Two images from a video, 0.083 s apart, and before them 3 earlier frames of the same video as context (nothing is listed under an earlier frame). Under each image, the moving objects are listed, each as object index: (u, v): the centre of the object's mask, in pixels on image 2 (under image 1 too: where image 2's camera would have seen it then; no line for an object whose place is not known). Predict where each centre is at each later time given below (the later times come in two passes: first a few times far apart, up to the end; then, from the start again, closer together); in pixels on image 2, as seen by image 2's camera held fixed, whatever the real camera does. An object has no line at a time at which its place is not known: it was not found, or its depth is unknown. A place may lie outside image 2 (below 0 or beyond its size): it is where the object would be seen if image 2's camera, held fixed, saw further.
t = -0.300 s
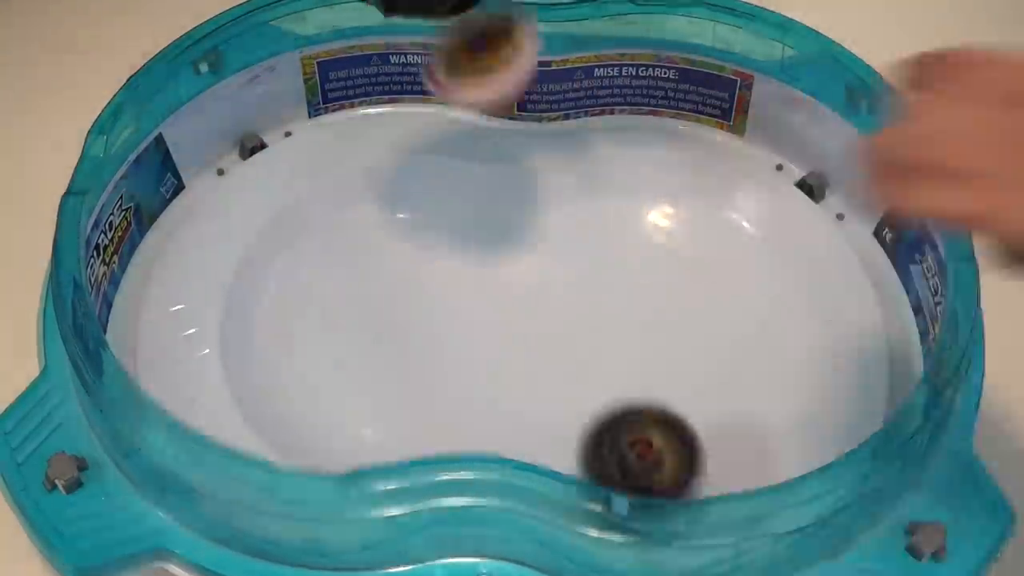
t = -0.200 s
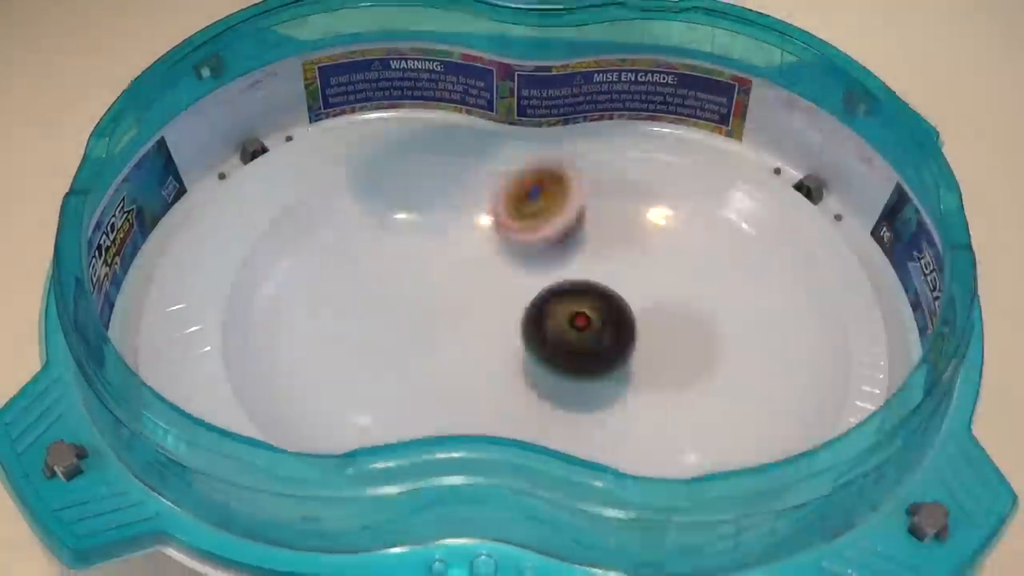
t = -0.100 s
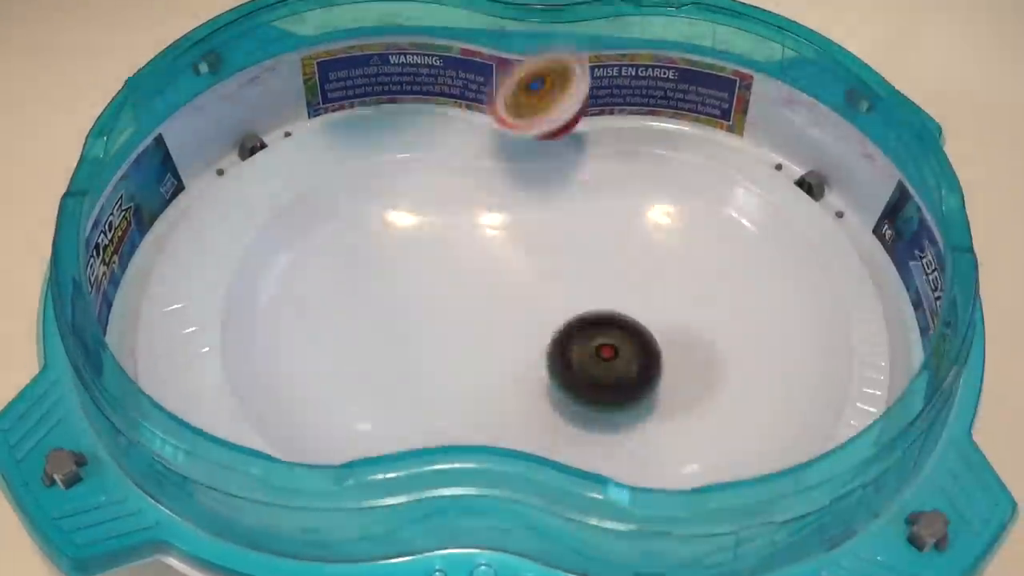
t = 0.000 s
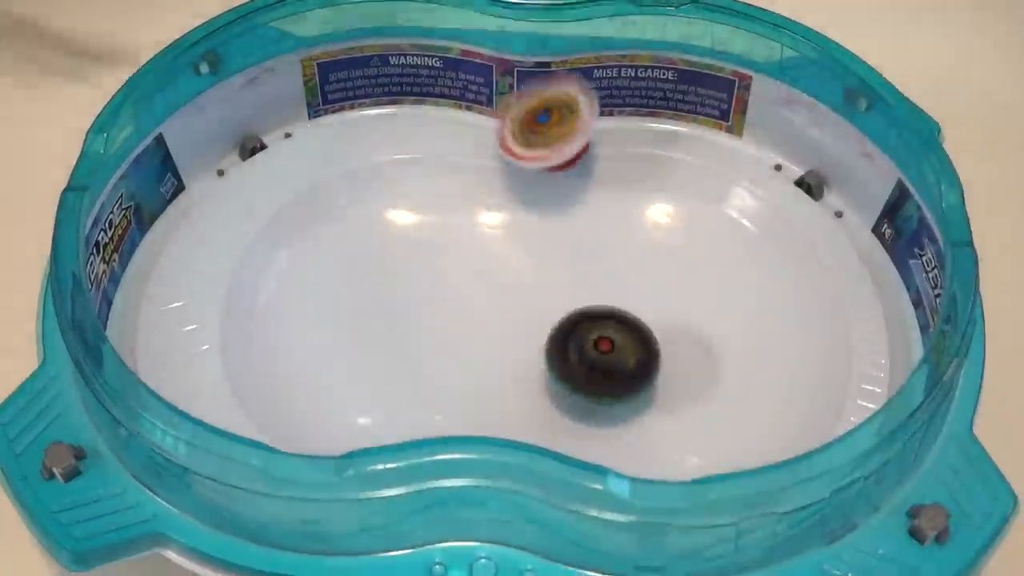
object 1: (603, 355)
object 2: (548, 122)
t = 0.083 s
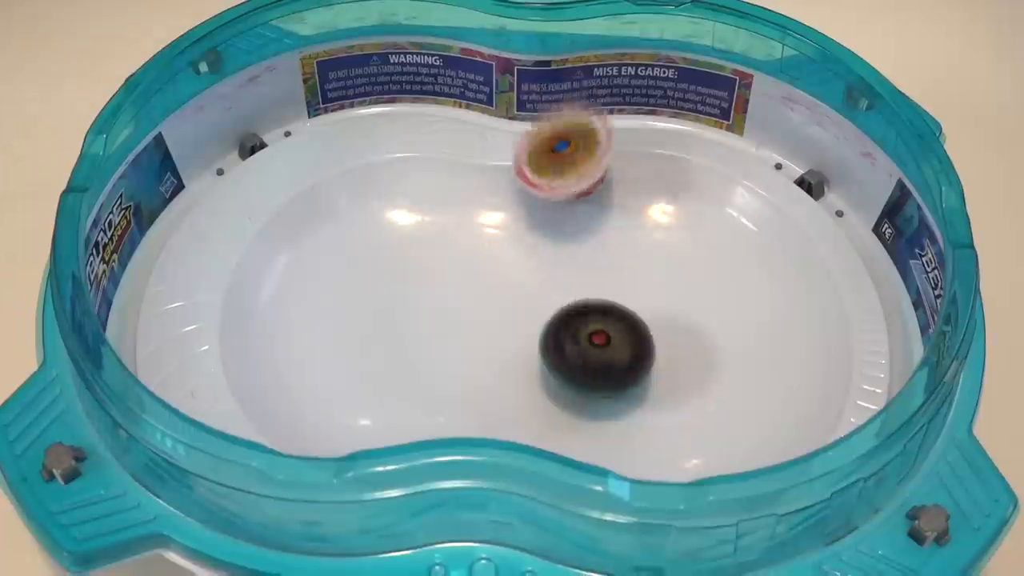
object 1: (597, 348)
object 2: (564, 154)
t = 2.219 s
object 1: (394, 332)
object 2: (751, 404)
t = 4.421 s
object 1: (511, 208)
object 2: (622, 416)
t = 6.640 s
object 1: (728, 290)
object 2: (576, 367)
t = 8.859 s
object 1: (698, 257)
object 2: (600, 438)
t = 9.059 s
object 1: (681, 352)
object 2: (558, 334)
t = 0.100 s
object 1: (596, 346)
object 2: (570, 167)
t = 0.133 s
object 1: (598, 344)
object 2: (583, 201)
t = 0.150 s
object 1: (599, 344)
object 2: (592, 218)
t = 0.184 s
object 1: (605, 348)
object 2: (611, 248)
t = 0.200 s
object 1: (613, 365)
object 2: (618, 241)
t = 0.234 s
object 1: (630, 394)
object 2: (630, 229)
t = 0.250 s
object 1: (636, 407)
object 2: (635, 225)
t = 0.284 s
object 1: (646, 429)
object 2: (649, 214)
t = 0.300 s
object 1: (649, 434)
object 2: (654, 210)
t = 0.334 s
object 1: (650, 441)
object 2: (667, 204)
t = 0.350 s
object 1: (649, 443)
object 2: (671, 202)
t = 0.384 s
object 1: (643, 445)
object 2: (681, 202)
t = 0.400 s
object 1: (638, 445)
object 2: (686, 203)
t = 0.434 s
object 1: (626, 442)
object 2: (693, 210)
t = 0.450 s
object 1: (618, 439)
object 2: (697, 215)
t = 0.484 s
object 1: (600, 431)
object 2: (701, 225)
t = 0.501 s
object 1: (589, 425)
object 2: (701, 232)
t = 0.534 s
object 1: (567, 408)
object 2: (700, 245)
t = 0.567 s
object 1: (551, 394)
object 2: (691, 257)
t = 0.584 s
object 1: (542, 384)
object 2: (686, 263)
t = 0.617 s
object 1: (526, 367)
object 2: (673, 272)
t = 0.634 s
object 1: (520, 359)
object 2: (664, 276)
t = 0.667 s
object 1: (513, 343)
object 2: (645, 283)
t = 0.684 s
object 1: (511, 335)
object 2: (636, 286)
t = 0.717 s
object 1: (513, 321)
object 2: (616, 289)
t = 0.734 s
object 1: (505, 319)
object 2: (615, 278)
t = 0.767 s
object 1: (486, 327)
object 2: (614, 258)
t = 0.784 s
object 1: (479, 331)
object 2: (613, 247)
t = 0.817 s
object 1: (472, 336)
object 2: (612, 229)
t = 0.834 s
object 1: (470, 338)
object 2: (611, 220)
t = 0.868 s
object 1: (468, 341)
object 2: (610, 203)
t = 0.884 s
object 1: (467, 343)
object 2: (610, 195)
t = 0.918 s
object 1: (464, 347)
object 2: (612, 184)
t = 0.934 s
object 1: (463, 348)
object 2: (615, 182)
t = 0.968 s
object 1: (458, 349)
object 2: (624, 184)
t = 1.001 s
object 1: (454, 352)
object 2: (637, 194)
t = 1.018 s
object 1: (452, 353)
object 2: (644, 200)
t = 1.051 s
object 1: (449, 355)
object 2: (657, 214)
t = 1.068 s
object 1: (448, 354)
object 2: (661, 222)
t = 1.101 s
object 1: (444, 354)
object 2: (665, 240)
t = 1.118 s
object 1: (443, 352)
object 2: (665, 251)
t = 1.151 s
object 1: (440, 350)
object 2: (660, 272)
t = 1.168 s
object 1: (439, 348)
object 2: (655, 283)
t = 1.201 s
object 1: (439, 344)
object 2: (641, 306)
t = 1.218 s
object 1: (440, 343)
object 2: (633, 317)
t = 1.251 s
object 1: (446, 340)
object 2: (613, 338)
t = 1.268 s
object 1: (451, 338)
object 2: (603, 347)
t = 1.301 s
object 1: (461, 333)
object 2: (579, 364)
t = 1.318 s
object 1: (462, 329)
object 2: (572, 371)
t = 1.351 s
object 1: (458, 320)
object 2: (568, 389)
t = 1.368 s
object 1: (457, 316)
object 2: (566, 396)
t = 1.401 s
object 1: (459, 309)
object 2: (558, 402)
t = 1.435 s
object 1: (467, 303)
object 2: (546, 404)
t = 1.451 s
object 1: (473, 301)
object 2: (540, 404)
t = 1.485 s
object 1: (488, 296)
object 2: (523, 401)
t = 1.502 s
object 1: (498, 293)
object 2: (513, 399)
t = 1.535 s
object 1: (519, 290)
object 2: (492, 394)
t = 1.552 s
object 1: (530, 289)
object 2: (479, 391)
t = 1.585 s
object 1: (555, 286)
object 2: (452, 382)
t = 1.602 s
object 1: (567, 285)
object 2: (437, 376)
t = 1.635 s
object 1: (596, 287)
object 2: (405, 361)
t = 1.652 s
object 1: (611, 287)
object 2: (389, 354)
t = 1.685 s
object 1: (642, 287)
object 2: (355, 342)
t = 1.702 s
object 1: (657, 288)
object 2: (340, 336)
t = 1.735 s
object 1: (686, 293)
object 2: (305, 319)
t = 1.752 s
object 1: (699, 298)
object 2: (290, 308)
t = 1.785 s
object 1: (723, 310)
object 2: (272, 281)
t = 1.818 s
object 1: (742, 326)
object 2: (270, 251)
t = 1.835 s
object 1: (749, 338)
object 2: (275, 239)
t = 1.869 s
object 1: (757, 362)
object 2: (297, 218)
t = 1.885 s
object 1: (758, 375)
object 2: (314, 212)
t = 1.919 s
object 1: (750, 404)
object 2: (354, 202)
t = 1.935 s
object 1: (741, 419)
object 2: (379, 200)
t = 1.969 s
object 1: (713, 437)
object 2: (433, 201)
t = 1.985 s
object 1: (695, 443)
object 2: (460, 206)
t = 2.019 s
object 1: (655, 449)
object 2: (513, 228)
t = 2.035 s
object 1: (633, 448)
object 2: (537, 243)
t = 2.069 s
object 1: (587, 436)
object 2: (586, 274)
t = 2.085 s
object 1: (555, 446)
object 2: (609, 289)
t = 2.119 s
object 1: (512, 411)
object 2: (656, 320)
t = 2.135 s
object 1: (488, 403)
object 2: (677, 335)
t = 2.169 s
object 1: (445, 379)
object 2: (713, 364)
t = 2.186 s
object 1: (425, 364)
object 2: (728, 377)
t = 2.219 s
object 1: (394, 332)
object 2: (751, 404)
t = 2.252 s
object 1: (370, 301)
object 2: (764, 422)
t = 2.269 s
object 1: (361, 285)
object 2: (762, 426)
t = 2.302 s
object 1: (352, 253)
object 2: (748, 436)
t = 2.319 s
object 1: (350, 238)
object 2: (737, 439)
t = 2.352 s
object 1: (353, 207)
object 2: (705, 448)
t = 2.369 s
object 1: (358, 193)
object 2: (686, 451)
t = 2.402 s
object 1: (374, 174)
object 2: (646, 446)
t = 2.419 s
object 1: (385, 168)
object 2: (622, 439)
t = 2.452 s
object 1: (410, 167)
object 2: (576, 421)
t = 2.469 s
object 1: (425, 170)
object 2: (549, 410)
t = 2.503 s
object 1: (454, 187)
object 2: (508, 392)
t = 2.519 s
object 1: (470, 199)
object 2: (488, 384)
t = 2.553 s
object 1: (506, 227)
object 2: (449, 362)
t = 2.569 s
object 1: (524, 242)
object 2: (433, 351)
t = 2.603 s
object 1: (565, 273)
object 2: (405, 330)
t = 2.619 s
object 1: (586, 288)
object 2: (394, 319)
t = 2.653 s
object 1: (628, 313)
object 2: (377, 301)
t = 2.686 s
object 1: (667, 332)
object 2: (366, 284)
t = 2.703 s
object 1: (685, 339)
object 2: (365, 276)
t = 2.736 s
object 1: (715, 358)
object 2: (366, 261)
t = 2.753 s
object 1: (726, 365)
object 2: (369, 253)
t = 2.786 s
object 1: (742, 383)
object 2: (384, 241)
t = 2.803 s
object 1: (745, 391)
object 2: (391, 236)
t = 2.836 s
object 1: (745, 410)
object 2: (414, 226)
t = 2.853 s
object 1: (741, 419)
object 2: (426, 225)
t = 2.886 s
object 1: (723, 431)
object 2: (453, 223)
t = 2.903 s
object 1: (709, 436)
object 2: (469, 225)
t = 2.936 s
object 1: (679, 443)
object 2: (501, 233)
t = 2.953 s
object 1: (661, 444)
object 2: (518, 236)
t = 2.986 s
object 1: (621, 439)
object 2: (555, 248)
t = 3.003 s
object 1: (599, 432)
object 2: (573, 253)
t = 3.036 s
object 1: (555, 413)
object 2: (610, 264)
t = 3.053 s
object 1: (536, 403)
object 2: (626, 269)
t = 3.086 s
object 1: (504, 382)
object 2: (658, 277)
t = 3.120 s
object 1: (476, 357)
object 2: (682, 289)
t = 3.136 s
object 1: (465, 345)
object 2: (693, 295)
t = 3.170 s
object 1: (446, 319)
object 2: (709, 311)
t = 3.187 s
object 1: (440, 307)
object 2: (714, 321)
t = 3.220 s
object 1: (433, 286)
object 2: (720, 341)
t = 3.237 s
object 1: (432, 274)
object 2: (719, 354)
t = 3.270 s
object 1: (434, 256)
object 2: (714, 378)
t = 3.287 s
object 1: (437, 247)
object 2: (709, 390)
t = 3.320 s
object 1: (448, 230)
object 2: (691, 411)
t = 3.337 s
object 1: (456, 225)
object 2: (680, 419)
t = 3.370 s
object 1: (475, 216)
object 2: (651, 430)
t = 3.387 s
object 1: (486, 215)
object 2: (639, 431)
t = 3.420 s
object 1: (510, 216)
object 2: (607, 426)
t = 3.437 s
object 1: (523, 217)
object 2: (593, 422)
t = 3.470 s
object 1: (556, 222)
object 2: (566, 410)
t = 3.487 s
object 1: (572, 226)
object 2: (553, 404)
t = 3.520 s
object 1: (608, 233)
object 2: (529, 389)
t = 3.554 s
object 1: (644, 236)
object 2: (504, 373)
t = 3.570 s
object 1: (662, 238)
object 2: (491, 368)
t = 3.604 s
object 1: (695, 245)
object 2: (471, 351)
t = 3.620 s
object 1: (710, 251)
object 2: (464, 345)
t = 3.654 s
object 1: (734, 267)
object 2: (454, 330)
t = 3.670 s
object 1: (745, 278)
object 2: (453, 323)
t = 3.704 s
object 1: (761, 306)
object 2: (453, 310)
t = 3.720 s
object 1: (764, 320)
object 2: (456, 305)
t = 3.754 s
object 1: (762, 357)
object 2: (462, 294)
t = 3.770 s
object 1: (755, 374)
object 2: (469, 288)
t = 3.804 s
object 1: (735, 403)
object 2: (480, 278)
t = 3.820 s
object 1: (721, 417)
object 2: (489, 273)
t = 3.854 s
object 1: (684, 435)
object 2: (504, 266)
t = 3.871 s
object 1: (662, 438)
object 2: (517, 263)
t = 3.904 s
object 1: (621, 435)
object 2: (538, 258)
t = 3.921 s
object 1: (599, 430)
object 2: (554, 256)
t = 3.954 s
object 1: (555, 415)
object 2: (581, 255)
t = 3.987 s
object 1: (512, 398)
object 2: (614, 253)
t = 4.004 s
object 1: (491, 389)
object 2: (627, 253)
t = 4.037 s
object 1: (451, 370)
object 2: (656, 252)
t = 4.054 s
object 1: (432, 356)
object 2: (666, 253)
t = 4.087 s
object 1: (403, 335)
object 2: (689, 263)
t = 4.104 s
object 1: (392, 324)
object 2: (698, 268)
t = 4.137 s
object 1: (371, 305)
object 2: (717, 285)
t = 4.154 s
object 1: (364, 295)
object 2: (723, 293)
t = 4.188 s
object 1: (359, 275)
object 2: (735, 314)
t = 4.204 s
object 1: (358, 264)
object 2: (736, 325)
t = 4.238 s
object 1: (363, 242)
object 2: (737, 349)
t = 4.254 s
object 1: (369, 234)
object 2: (733, 360)
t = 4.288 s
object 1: (385, 216)
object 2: (722, 383)
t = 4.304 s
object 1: (397, 208)
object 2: (714, 391)
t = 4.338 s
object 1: (426, 198)
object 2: (692, 408)
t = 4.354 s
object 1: (441, 197)
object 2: (678, 411)
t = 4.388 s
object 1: (473, 199)
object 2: (651, 418)
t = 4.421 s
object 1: (511, 208)
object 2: (622, 416)
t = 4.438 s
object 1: (530, 215)
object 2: (607, 411)
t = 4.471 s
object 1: (567, 225)
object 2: (583, 398)
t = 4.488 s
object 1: (587, 232)
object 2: (569, 388)
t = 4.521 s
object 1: (625, 246)
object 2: (543, 373)
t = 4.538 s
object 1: (642, 251)
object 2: (529, 365)
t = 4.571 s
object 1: (675, 262)
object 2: (508, 349)
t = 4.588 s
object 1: (689, 269)
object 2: (502, 342)
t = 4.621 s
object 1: (709, 286)
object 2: (489, 328)
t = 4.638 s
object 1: (718, 297)
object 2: (487, 322)
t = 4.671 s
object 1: (729, 321)
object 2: (483, 308)
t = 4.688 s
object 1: (729, 336)
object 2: (483, 303)
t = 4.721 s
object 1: (727, 364)
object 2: (486, 291)
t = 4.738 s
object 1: (722, 379)
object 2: (486, 286)
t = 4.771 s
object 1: (702, 406)
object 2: (494, 276)
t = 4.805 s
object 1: (677, 427)
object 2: (504, 267)
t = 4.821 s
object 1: (662, 433)
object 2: (510, 264)
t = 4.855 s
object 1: (626, 436)
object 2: (525, 259)
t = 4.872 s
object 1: (608, 433)
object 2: (533, 256)
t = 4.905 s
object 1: (570, 423)
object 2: (554, 254)
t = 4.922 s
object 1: (550, 417)
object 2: (564, 254)
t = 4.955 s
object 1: (513, 404)
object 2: (587, 254)
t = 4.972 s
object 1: (492, 399)
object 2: (599, 253)
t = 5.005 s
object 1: (455, 387)
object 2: (621, 254)
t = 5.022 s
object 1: (438, 379)
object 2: (632, 254)
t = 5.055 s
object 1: (403, 363)
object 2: (649, 257)
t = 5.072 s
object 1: (389, 355)
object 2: (659, 261)
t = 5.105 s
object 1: (365, 340)
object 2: (674, 270)
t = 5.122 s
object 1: (358, 330)
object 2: (680, 278)
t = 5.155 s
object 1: (349, 315)
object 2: (692, 292)
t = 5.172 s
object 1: (345, 306)
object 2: (695, 302)
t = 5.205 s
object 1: (350, 287)
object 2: (701, 320)
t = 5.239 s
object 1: (358, 269)
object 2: (702, 337)
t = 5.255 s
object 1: (367, 261)
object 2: (700, 346)
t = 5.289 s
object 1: (386, 247)
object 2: (694, 363)
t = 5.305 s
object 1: (395, 241)
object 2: (688, 371)
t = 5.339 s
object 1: (421, 236)
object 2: (676, 385)
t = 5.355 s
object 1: (431, 235)
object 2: (669, 390)
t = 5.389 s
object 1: (460, 235)
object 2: (650, 399)
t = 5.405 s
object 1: (476, 236)
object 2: (643, 402)
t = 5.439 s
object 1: (508, 241)
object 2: (622, 403)
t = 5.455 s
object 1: (527, 246)
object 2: (613, 402)
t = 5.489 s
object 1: (562, 254)
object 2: (596, 393)
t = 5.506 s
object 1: (581, 257)
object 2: (584, 388)
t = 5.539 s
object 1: (617, 268)
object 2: (564, 379)
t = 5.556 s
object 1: (633, 272)
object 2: (556, 373)
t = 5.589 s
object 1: (663, 279)
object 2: (538, 364)
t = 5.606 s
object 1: (675, 285)
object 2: (531, 359)
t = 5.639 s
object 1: (697, 296)
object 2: (521, 351)
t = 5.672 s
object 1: (711, 312)
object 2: (514, 341)
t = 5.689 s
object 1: (718, 322)
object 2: (512, 337)
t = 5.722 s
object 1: (725, 346)
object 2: (511, 329)
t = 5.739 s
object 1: (723, 356)
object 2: (511, 324)
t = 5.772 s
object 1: (720, 379)
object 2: (514, 316)
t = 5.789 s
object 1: (715, 393)
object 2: (517, 310)
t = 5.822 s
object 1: (700, 412)
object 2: (521, 303)
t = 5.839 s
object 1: (690, 419)
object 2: (527, 298)
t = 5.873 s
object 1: (663, 431)
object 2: (535, 290)
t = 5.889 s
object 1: (650, 434)
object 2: (539, 288)
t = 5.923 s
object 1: (620, 430)
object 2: (552, 282)
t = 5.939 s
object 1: (606, 426)
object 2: (559, 278)
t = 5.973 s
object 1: (577, 414)
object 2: (575, 274)
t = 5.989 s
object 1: (567, 406)
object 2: (586, 273)
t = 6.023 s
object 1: (543, 393)
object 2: (605, 268)
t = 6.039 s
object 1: (532, 384)
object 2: (613, 268)
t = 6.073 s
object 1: (512, 368)
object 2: (634, 263)
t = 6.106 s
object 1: (494, 352)
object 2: (652, 265)
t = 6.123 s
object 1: (489, 345)
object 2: (660, 265)
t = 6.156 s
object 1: (481, 329)
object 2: (676, 272)
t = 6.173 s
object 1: (480, 323)
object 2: (685, 278)
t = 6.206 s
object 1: (481, 310)
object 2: (699, 287)
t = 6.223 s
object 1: (484, 305)
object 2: (704, 295)
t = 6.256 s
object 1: (491, 294)
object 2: (713, 310)
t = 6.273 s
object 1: (497, 289)
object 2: (715, 316)
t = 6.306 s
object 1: (508, 280)
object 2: (718, 333)
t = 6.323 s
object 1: (518, 276)
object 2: (719, 341)
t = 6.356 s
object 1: (534, 269)
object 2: (714, 357)
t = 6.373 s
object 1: (546, 266)
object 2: (710, 365)
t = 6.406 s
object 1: (568, 263)
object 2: (700, 379)
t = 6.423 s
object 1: (582, 259)
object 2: (692, 384)
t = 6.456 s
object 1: (609, 257)
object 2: (675, 393)
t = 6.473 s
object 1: (622, 255)
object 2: (668, 397)
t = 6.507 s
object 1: (648, 253)
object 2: (650, 399)
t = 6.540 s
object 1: (673, 253)
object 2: (630, 397)
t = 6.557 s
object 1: (684, 256)
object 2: (620, 396)
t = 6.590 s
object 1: (705, 267)
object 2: (603, 385)
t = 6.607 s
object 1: (714, 273)
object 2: (594, 378)
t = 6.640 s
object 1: (728, 290)
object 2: (576, 367)
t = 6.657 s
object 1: (735, 300)
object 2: (569, 363)
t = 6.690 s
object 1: (740, 322)
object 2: (557, 352)
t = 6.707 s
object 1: (741, 335)
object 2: (551, 347)
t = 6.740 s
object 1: (736, 357)
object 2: (544, 337)
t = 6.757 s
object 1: (732, 370)
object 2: (543, 332)
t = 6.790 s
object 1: (716, 389)
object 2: (541, 322)
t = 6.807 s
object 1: (707, 398)
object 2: (539, 318)
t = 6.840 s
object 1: (681, 410)
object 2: (540, 308)
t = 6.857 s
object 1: (670, 414)
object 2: (541, 303)
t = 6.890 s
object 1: (639, 419)
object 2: (544, 294)
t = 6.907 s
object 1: (626, 415)
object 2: (547, 290)
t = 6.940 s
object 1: (596, 406)
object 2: (554, 283)
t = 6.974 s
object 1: (574, 389)
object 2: (565, 277)
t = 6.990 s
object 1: (558, 382)
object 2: (570, 274)
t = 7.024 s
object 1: (535, 367)
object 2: (584, 270)
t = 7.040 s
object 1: (521, 360)
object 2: (592, 269)
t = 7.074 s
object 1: (505, 346)
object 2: (608, 267)
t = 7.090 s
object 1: (495, 339)
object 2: (614, 265)
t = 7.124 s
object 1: (488, 328)
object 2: (630, 261)
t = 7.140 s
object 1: (482, 321)
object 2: (638, 262)
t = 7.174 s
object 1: (479, 312)
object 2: (652, 265)
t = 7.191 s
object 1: (477, 305)
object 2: (657, 268)
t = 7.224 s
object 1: (479, 295)
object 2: (670, 276)
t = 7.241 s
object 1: (478, 289)
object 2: (677, 280)
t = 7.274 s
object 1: (484, 281)
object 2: (686, 291)
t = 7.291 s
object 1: (485, 275)
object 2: (688, 297)
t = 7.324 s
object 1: (496, 270)
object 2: (695, 311)
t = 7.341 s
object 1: (500, 265)
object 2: (697, 316)
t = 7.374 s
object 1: (514, 263)
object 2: (698, 330)
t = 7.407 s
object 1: (530, 259)
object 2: (697, 343)
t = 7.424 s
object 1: (538, 260)
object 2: (694, 351)
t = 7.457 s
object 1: (558, 259)
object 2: (688, 364)
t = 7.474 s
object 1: (566, 261)
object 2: (685, 368)
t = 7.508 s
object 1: (588, 262)
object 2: (675, 379)
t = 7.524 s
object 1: (596, 263)
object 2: (669, 385)
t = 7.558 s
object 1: (617, 265)
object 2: (656, 391)
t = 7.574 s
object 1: (625, 265)
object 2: (649, 392)
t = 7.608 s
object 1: (643, 267)
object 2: (634, 394)
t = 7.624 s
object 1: (648, 270)
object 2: (626, 394)
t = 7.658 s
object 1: (664, 279)
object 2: (613, 389)
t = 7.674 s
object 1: (667, 285)
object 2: (606, 386)
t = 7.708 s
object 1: (679, 298)
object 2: (593, 377)
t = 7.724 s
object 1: (681, 305)
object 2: (587, 372)
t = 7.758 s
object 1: (687, 322)
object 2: (575, 364)
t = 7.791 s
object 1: (687, 338)
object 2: (565, 356)
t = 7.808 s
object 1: (686, 347)
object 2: (563, 352)
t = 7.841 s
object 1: (682, 361)
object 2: (557, 344)
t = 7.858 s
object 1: (678, 372)
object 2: (555, 340)
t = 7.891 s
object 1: (668, 383)
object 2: (554, 331)
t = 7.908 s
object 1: (660, 391)
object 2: (556, 328)
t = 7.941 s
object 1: (647, 397)
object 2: (557, 319)
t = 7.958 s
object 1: (636, 399)
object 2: (557, 315)
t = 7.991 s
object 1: (621, 402)
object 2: (562, 307)
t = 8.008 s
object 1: (611, 397)
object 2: (565, 304)
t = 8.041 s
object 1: (597, 394)
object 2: (568, 295)
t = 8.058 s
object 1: (590, 391)
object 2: (571, 288)
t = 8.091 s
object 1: (574, 385)
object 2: (580, 276)
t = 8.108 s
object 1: (569, 382)
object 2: (584, 270)
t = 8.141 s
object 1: (553, 375)
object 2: (597, 259)
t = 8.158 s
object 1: (547, 372)
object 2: (605, 254)
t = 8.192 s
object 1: (535, 366)
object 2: (618, 245)
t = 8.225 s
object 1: (526, 359)
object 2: (633, 235)
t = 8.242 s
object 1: (525, 357)
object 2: (640, 232)
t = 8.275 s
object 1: (522, 349)
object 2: (656, 231)
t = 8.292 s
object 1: (523, 346)
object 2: (664, 233)
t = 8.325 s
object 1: (524, 338)
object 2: (680, 237)
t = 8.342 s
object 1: (527, 334)
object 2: (687, 242)
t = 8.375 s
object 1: (533, 326)
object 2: (699, 252)
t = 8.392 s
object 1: (535, 324)
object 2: (703, 258)
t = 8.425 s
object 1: (546, 315)
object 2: (710, 273)
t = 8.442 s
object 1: (548, 311)
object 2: (714, 282)
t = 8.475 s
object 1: (560, 306)
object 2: (715, 298)
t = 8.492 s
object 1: (567, 300)
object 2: (714, 305)
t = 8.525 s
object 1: (580, 294)
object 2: (711, 322)
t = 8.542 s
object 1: (590, 291)
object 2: (707, 331)
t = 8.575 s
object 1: (606, 283)
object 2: (700, 348)
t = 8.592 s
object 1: (607, 276)
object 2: (707, 359)
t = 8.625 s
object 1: (607, 262)
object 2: (721, 384)
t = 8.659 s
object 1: (614, 253)
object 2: (725, 408)
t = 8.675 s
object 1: (619, 249)
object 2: (722, 419)
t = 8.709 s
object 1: (633, 239)
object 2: (712, 432)
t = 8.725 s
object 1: (640, 235)
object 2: (706, 439)
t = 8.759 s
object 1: (655, 236)
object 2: (687, 446)
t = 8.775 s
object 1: (664, 237)
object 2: (672, 449)
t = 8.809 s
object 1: (680, 242)
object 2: (649, 449)
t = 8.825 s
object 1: (687, 247)
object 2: (635, 448)
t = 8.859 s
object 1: (698, 257)
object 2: (600, 438)
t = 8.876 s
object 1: (700, 263)
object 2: (592, 432)
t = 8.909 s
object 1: (706, 280)
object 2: (571, 417)
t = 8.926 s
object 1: (709, 287)
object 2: (566, 409)
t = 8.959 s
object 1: (708, 304)
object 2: (560, 392)
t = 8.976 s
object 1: (707, 313)
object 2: (556, 383)
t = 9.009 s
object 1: (699, 330)
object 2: (553, 363)
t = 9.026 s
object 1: (692, 338)
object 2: (552, 353)
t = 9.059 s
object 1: (681, 352)
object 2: (558, 334)
